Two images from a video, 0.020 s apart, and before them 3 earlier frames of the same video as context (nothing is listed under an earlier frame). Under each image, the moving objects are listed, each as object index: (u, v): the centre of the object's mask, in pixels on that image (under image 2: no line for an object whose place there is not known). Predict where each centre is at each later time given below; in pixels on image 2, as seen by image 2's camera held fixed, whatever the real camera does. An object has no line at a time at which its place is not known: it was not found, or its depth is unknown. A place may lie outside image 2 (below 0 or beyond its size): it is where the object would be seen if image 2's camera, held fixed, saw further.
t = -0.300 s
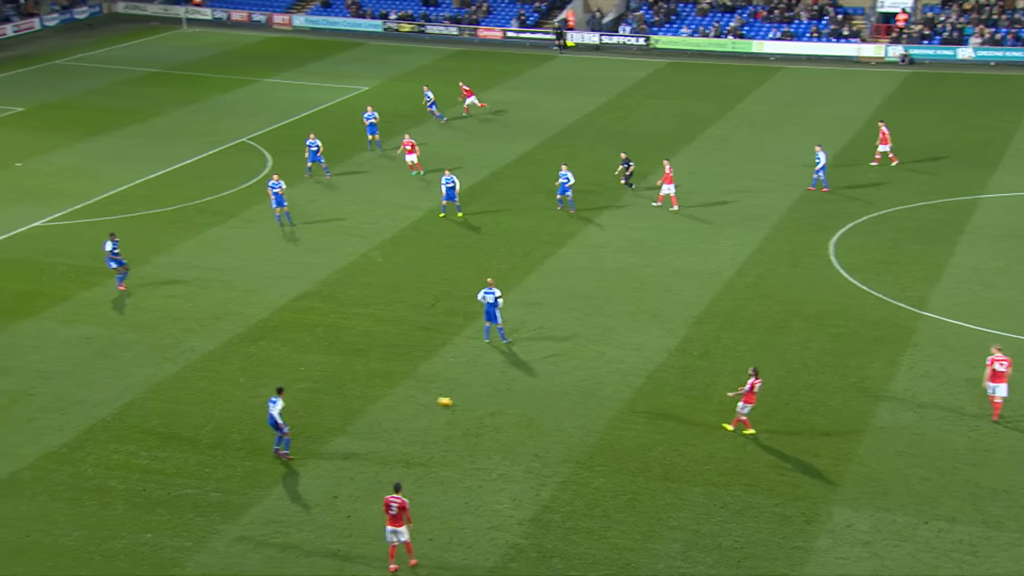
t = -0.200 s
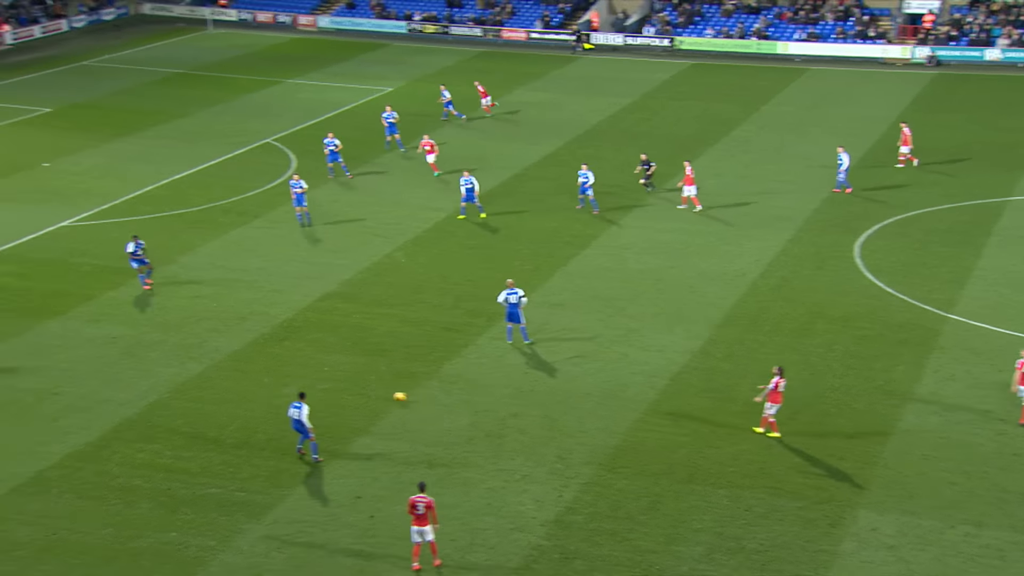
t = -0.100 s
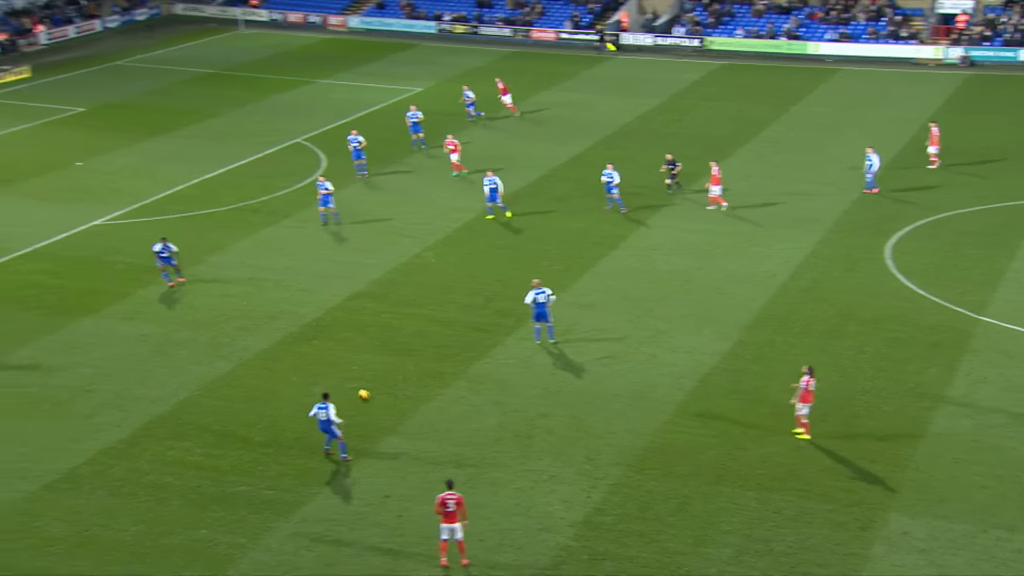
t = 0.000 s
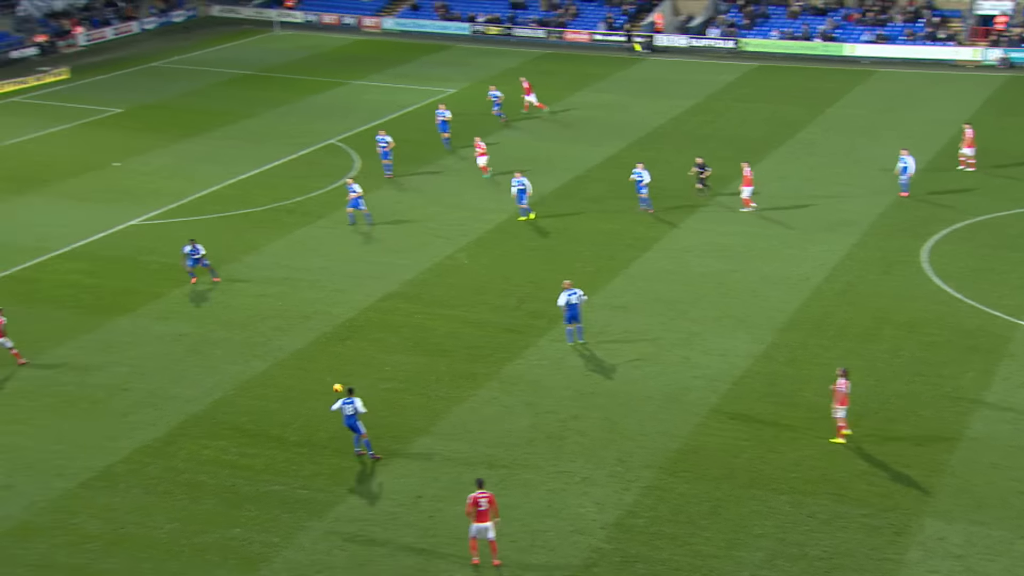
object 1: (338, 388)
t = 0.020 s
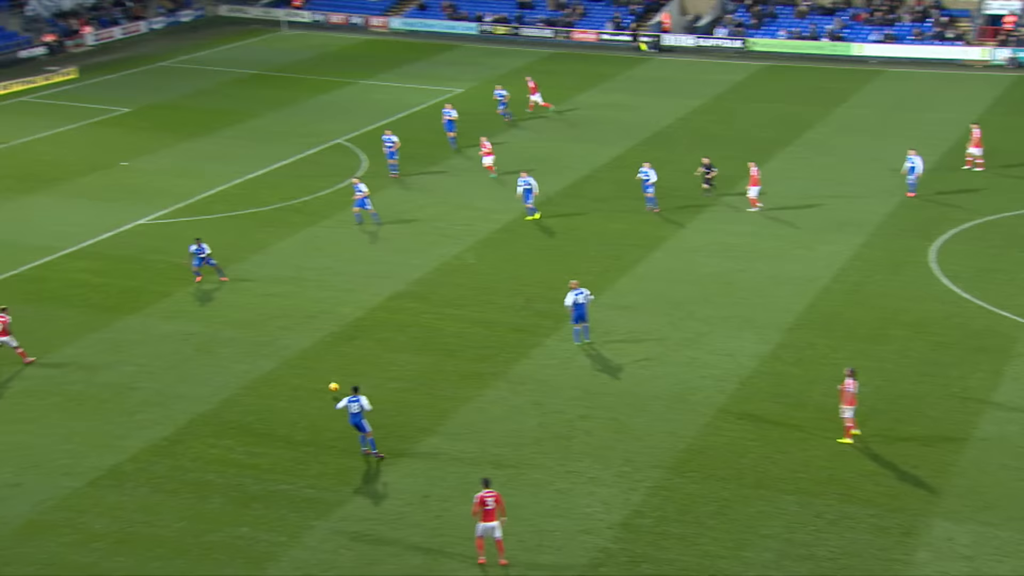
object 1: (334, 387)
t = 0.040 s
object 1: (322, 388)
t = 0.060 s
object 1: (311, 387)
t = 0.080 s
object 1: (300, 387)
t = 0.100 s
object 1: (289, 387)
